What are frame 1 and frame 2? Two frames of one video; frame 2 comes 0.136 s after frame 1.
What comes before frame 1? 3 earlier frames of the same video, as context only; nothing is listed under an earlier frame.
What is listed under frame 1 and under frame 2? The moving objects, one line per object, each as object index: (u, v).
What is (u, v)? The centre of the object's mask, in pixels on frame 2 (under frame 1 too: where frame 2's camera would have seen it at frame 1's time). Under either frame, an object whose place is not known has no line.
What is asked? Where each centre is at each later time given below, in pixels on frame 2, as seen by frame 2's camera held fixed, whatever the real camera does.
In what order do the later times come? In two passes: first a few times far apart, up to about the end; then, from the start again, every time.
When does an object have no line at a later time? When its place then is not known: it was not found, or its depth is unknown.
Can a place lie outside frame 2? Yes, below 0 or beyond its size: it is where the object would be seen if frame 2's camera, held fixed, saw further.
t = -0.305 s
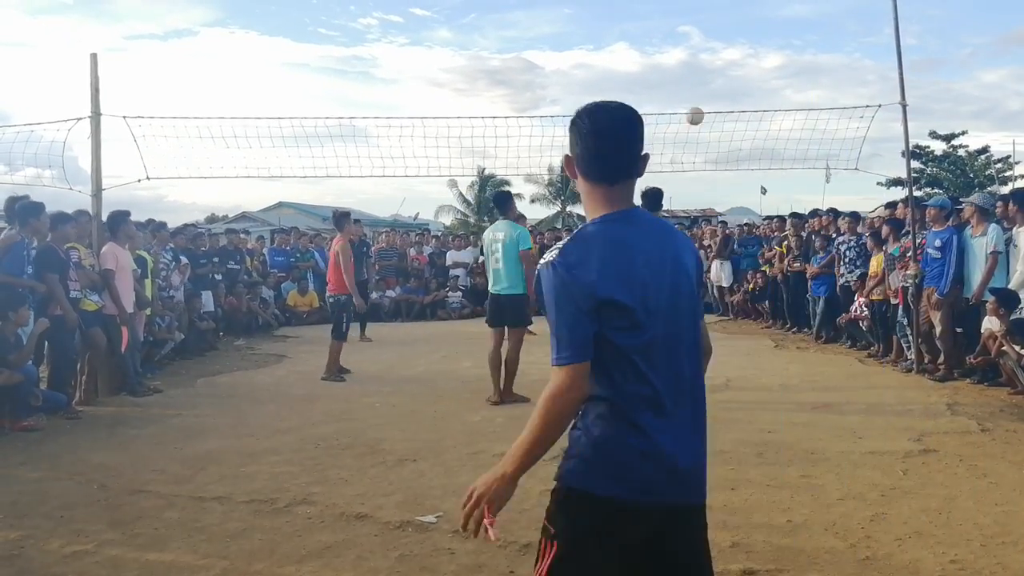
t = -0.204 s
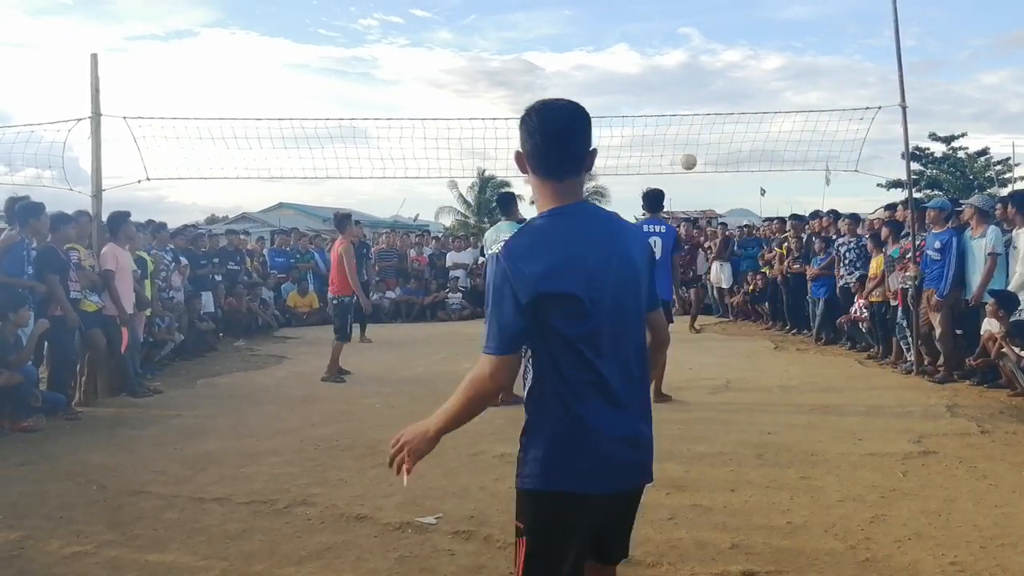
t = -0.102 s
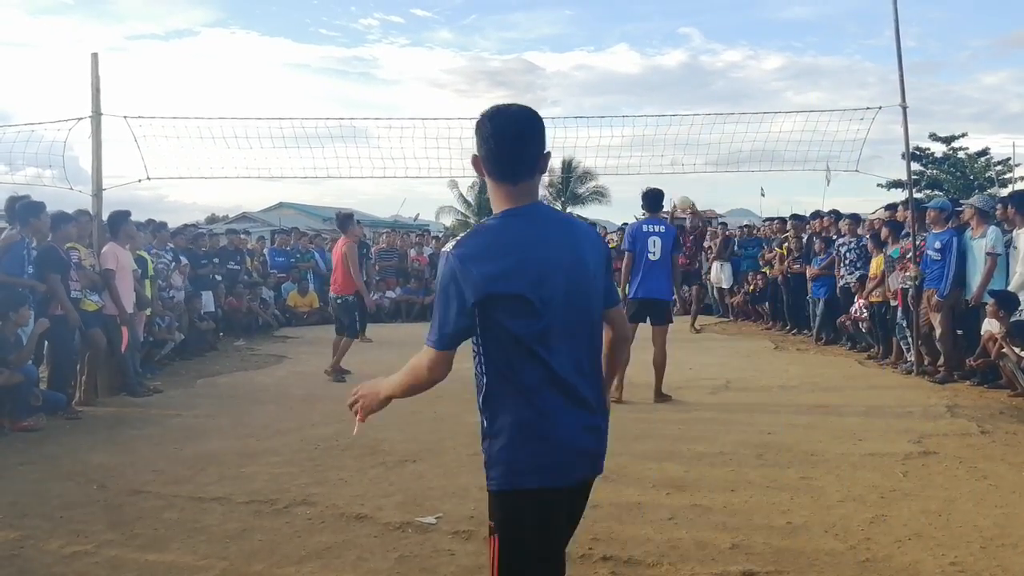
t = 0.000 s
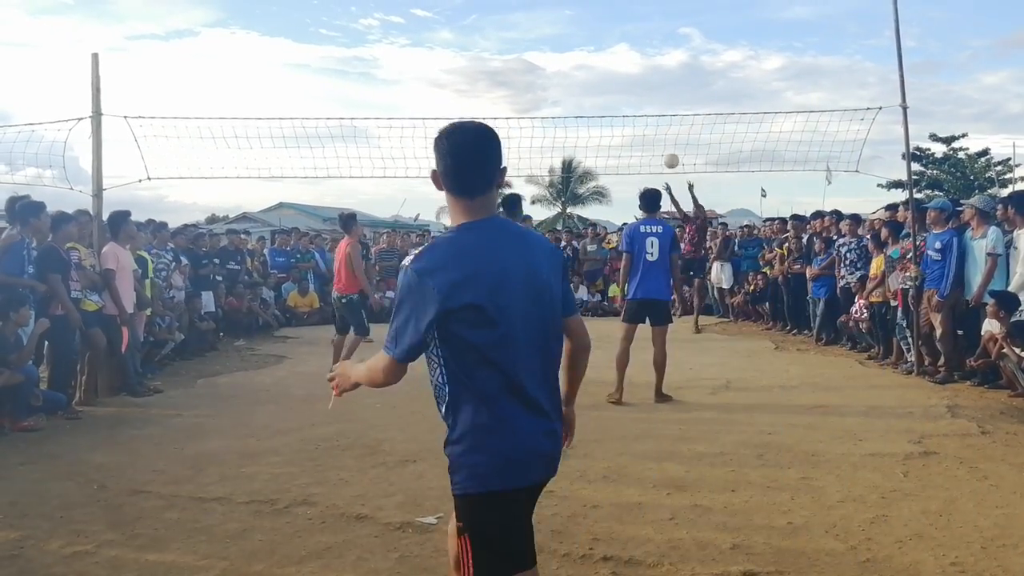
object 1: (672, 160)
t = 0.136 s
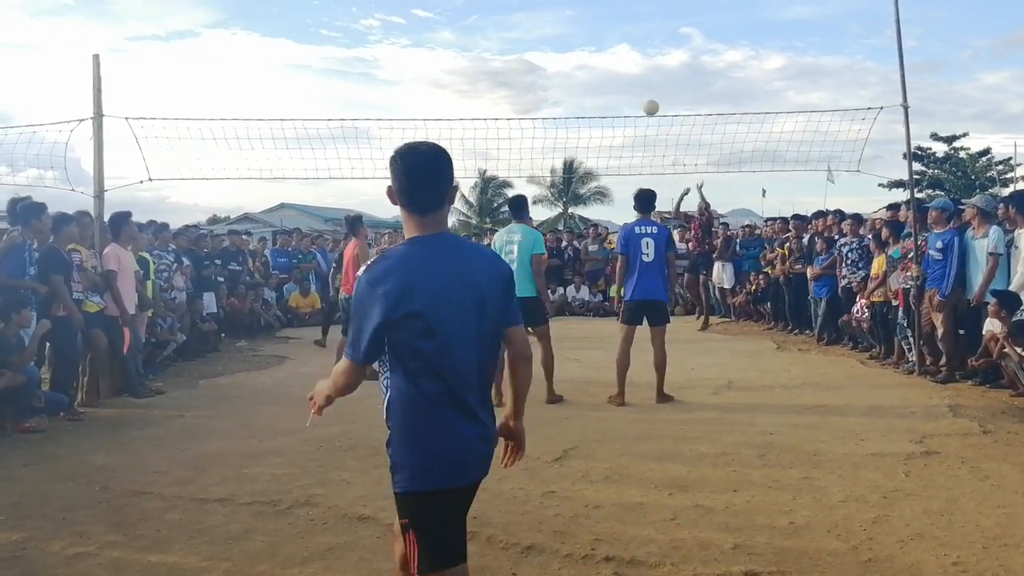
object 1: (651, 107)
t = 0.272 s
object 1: (628, 65)
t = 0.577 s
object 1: (572, 16)
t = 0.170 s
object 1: (645, 96)
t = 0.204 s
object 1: (640, 85)
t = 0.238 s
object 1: (634, 75)
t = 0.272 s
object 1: (628, 65)
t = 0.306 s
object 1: (622, 56)
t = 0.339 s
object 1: (617, 48)
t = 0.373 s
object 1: (611, 41)
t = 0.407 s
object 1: (605, 35)
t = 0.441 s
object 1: (598, 29)
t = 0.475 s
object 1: (592, 25)
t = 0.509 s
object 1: (585, 21)
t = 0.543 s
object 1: (579, 18)
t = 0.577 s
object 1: (572, 16)
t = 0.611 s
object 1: (566, 15)
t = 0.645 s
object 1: (560, 15)
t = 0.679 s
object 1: (554, 17)
